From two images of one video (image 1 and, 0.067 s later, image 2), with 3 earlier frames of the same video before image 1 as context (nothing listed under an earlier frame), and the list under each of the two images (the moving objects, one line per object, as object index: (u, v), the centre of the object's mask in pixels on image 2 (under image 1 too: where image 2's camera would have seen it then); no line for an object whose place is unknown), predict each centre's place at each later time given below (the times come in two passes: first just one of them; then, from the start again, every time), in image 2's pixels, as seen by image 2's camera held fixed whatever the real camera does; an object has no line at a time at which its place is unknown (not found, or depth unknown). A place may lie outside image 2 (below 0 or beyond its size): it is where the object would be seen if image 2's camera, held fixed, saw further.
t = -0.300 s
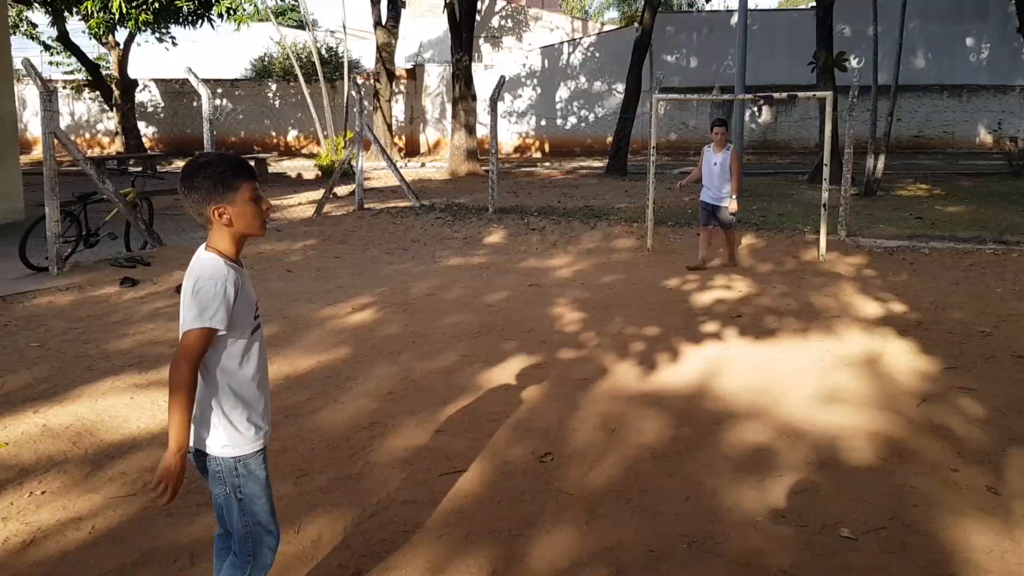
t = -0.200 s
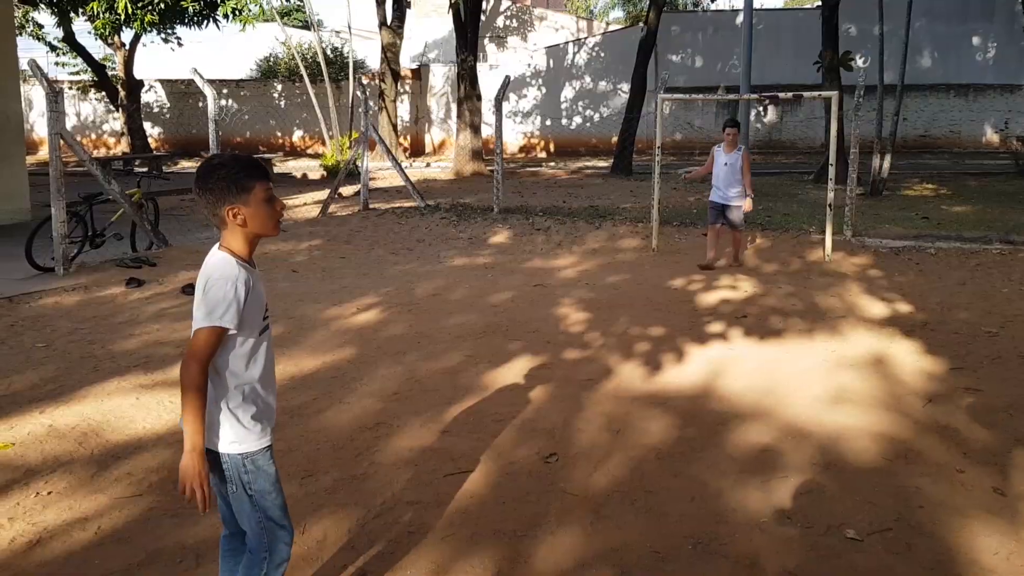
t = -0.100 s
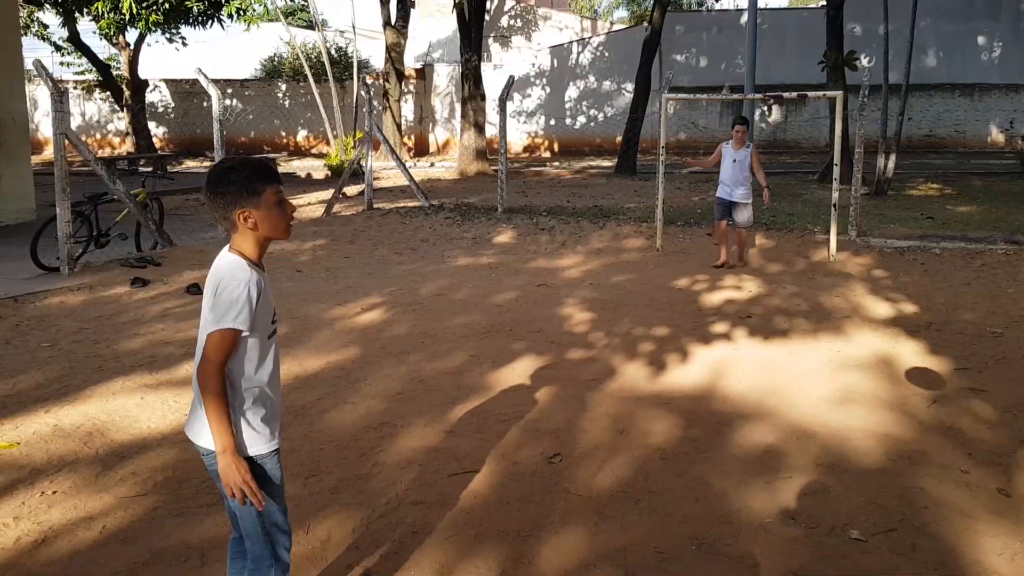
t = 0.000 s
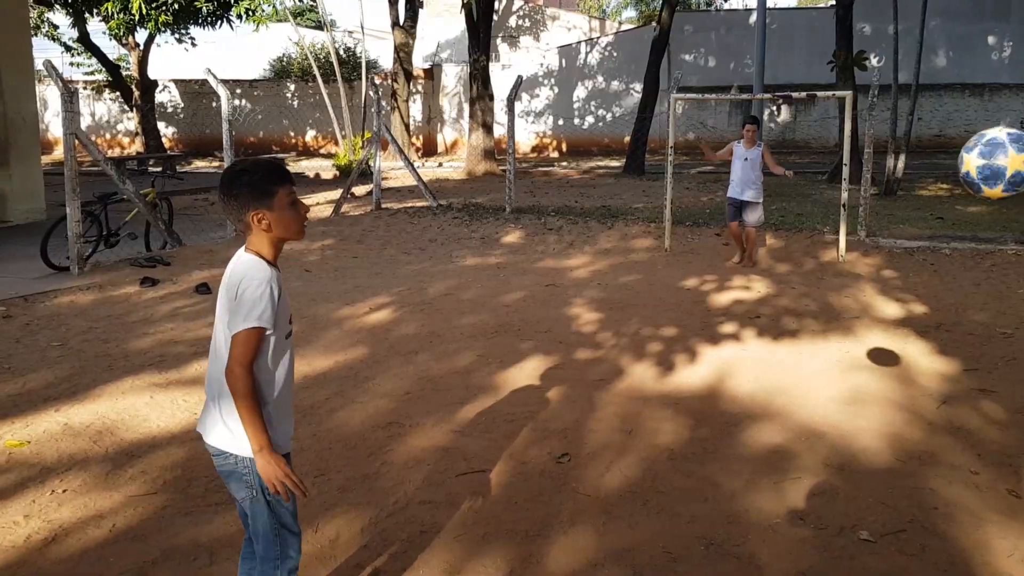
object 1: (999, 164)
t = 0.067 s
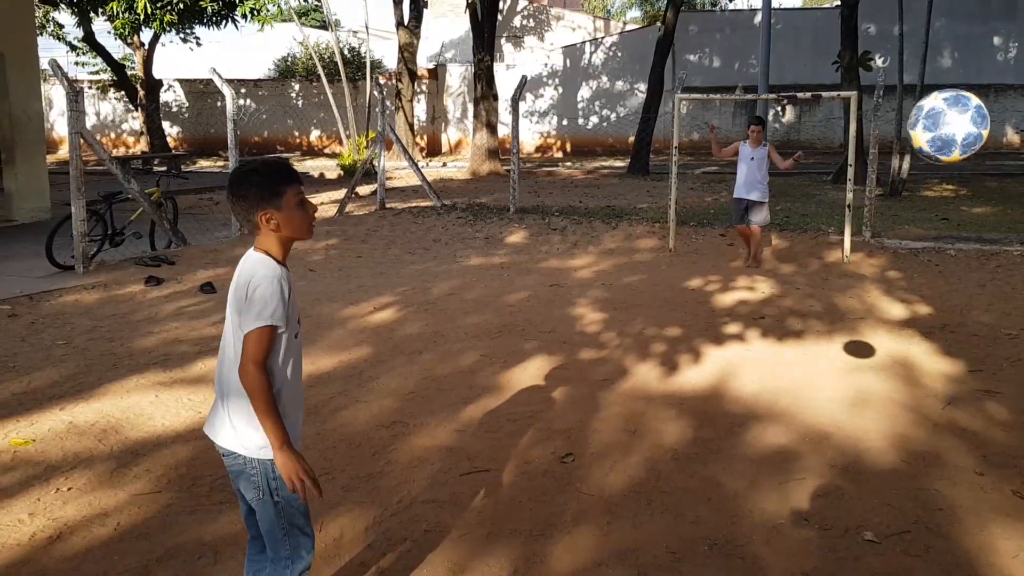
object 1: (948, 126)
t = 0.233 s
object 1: (799, 96)
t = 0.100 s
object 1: (919, 112)
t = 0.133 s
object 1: (890, 102)
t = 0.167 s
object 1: (859, 96)
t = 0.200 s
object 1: (829, 94)
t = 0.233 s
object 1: (799, 96)
